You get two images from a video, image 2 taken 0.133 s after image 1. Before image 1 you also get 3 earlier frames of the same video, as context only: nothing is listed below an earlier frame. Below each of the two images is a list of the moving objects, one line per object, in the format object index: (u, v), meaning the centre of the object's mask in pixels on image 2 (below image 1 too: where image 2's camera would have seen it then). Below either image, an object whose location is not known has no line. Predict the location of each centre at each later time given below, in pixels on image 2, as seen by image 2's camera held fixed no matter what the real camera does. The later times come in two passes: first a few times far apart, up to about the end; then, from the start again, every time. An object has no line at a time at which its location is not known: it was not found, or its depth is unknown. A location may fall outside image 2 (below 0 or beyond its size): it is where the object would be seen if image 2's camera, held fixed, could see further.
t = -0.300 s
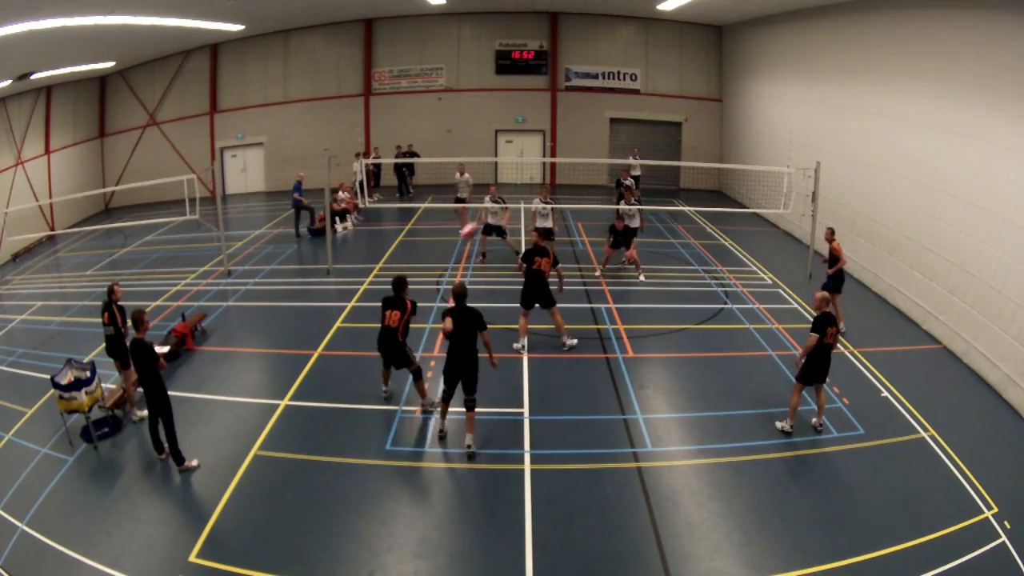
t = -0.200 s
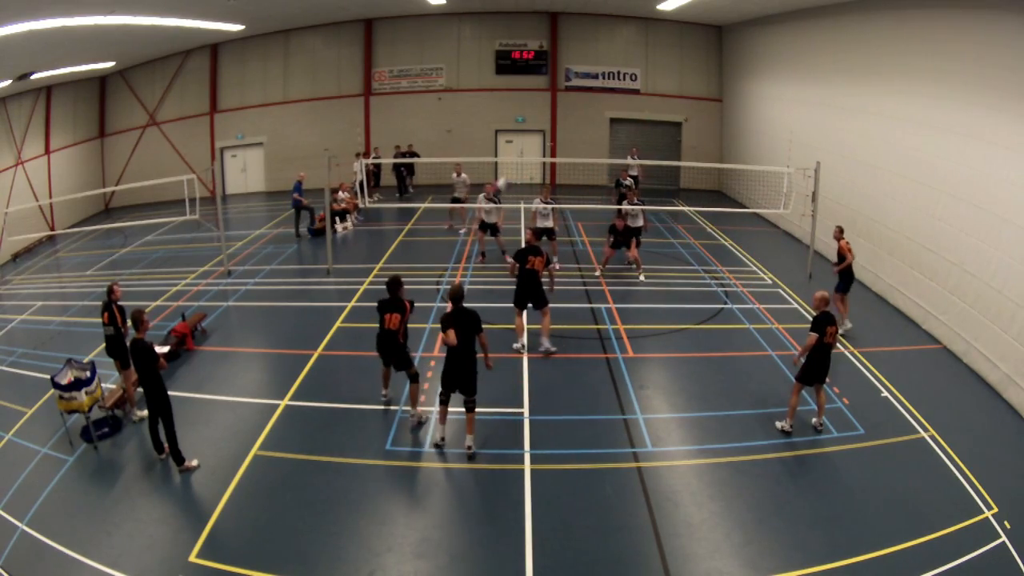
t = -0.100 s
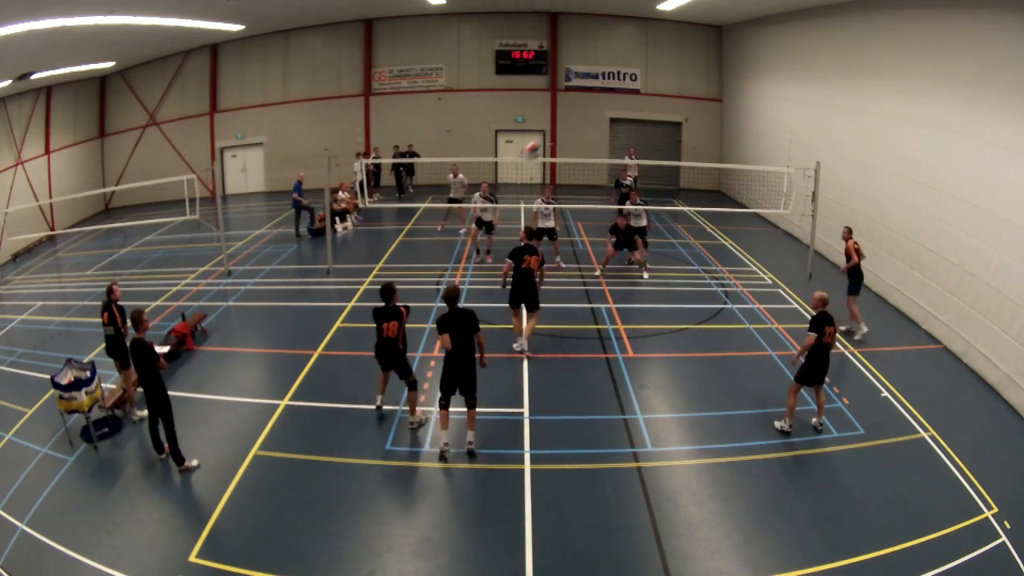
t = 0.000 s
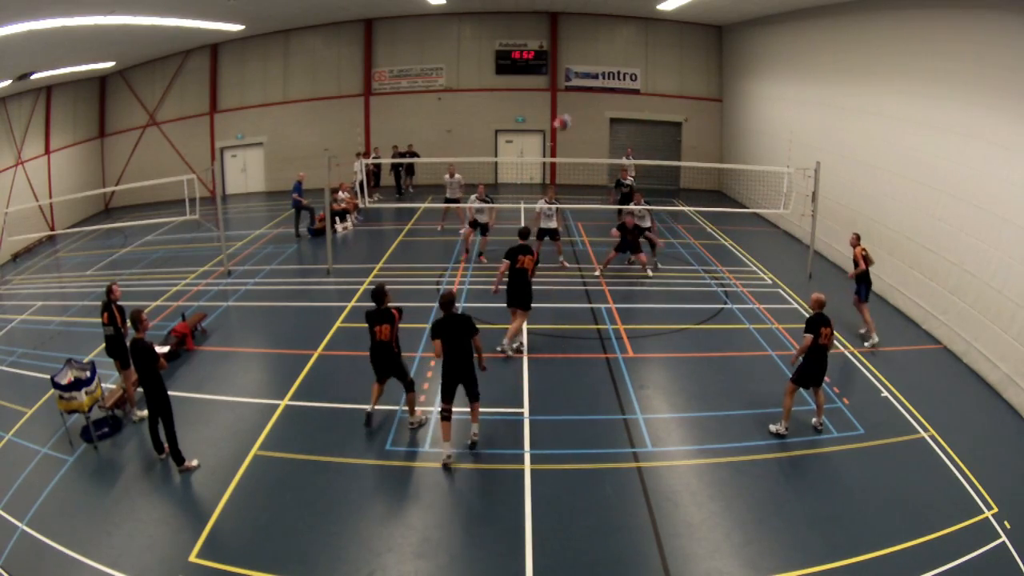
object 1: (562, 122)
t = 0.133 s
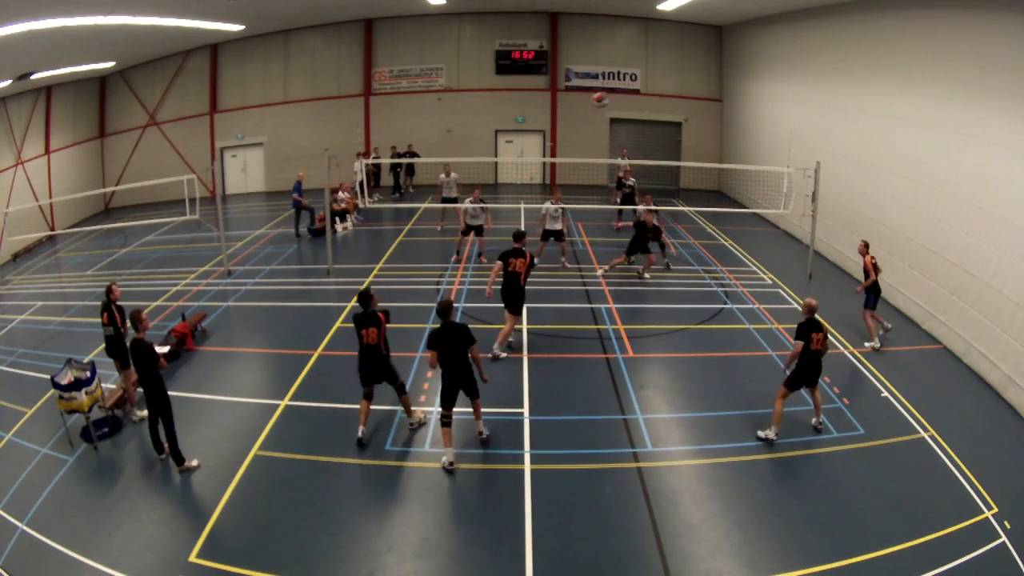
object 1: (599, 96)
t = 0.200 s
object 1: (616, 93)
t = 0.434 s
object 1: (673, 95)
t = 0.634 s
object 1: (713, 123)
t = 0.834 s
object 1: (747, 172)
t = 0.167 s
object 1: (608, 94)
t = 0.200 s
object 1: (616, 93)
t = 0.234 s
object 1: (626, 91)
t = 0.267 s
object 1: (634, 88)
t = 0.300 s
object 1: (643, 90)
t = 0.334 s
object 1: (652, 88)
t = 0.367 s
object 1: (659, 90)
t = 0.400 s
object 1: (665, 92)
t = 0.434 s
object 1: (673, 95)
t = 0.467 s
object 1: (681, 98)
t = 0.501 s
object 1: (688, 102)
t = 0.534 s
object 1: (696, 107)
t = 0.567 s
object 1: (701, 111)
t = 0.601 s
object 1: (707, 116)
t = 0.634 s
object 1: (713, 123)
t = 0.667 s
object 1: (720, 130)
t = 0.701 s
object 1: (725, 137)
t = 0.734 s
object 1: (731, 145)
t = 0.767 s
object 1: (737, 153)
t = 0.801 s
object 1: (741, 161)
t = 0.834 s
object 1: (747, 172)
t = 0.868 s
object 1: (751, 181)
